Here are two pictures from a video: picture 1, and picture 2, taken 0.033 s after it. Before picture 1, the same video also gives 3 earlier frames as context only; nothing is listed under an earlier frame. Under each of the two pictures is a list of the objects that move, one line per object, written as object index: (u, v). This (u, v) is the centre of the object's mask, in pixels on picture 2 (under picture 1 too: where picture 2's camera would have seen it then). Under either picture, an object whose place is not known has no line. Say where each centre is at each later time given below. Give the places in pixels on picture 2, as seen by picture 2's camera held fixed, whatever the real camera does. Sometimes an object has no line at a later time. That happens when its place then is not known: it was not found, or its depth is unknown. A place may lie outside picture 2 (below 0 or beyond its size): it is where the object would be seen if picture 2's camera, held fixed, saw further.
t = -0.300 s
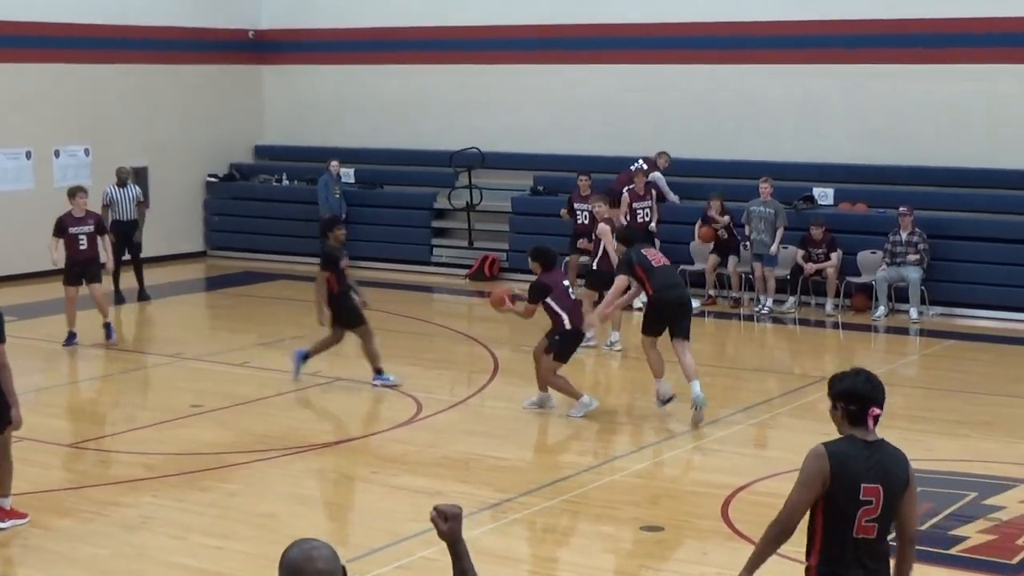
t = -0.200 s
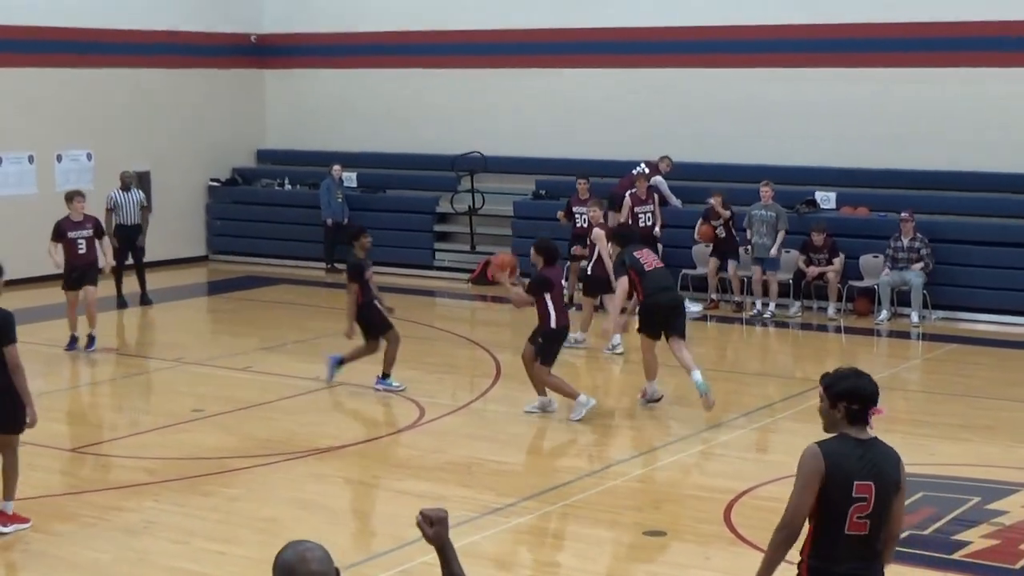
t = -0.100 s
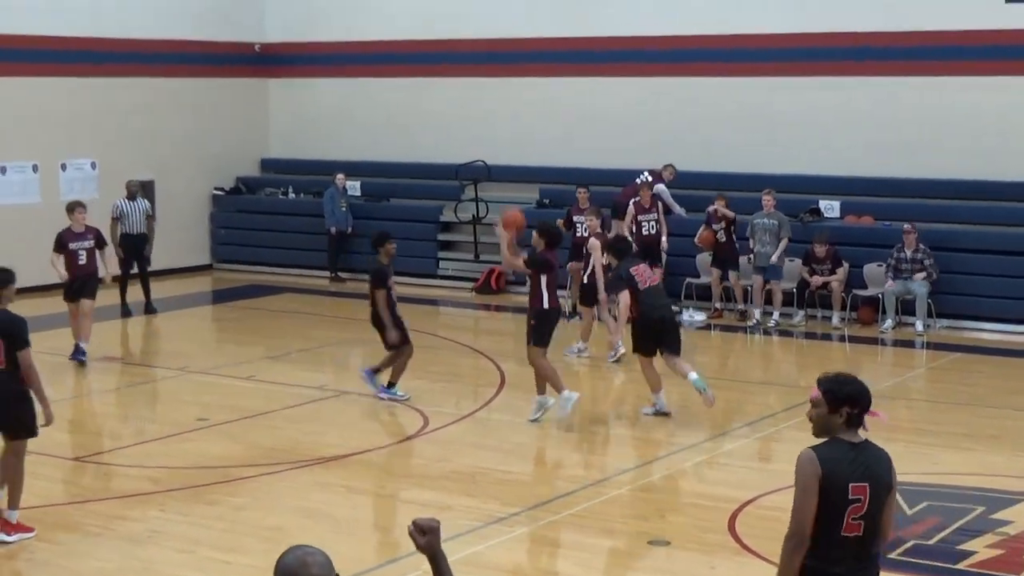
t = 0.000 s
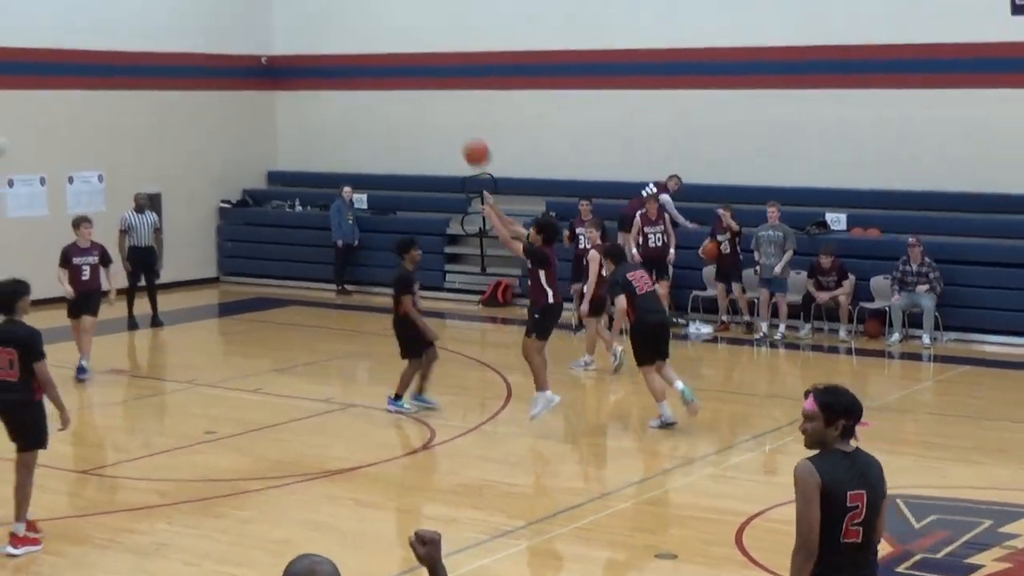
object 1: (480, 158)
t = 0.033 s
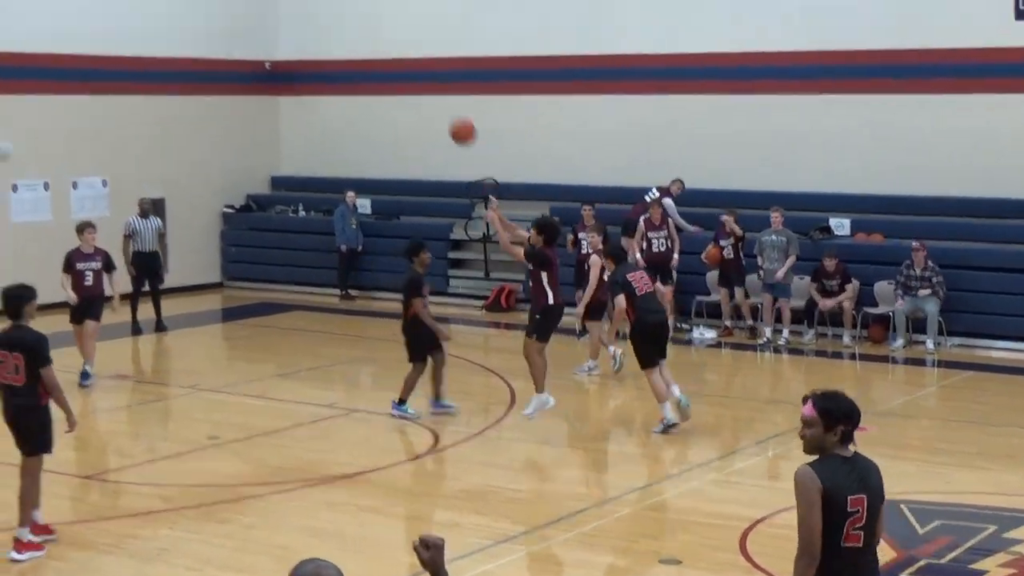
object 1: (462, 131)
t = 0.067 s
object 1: (444, 107)
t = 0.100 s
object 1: (427, 81)
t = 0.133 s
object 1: (408, 58)
